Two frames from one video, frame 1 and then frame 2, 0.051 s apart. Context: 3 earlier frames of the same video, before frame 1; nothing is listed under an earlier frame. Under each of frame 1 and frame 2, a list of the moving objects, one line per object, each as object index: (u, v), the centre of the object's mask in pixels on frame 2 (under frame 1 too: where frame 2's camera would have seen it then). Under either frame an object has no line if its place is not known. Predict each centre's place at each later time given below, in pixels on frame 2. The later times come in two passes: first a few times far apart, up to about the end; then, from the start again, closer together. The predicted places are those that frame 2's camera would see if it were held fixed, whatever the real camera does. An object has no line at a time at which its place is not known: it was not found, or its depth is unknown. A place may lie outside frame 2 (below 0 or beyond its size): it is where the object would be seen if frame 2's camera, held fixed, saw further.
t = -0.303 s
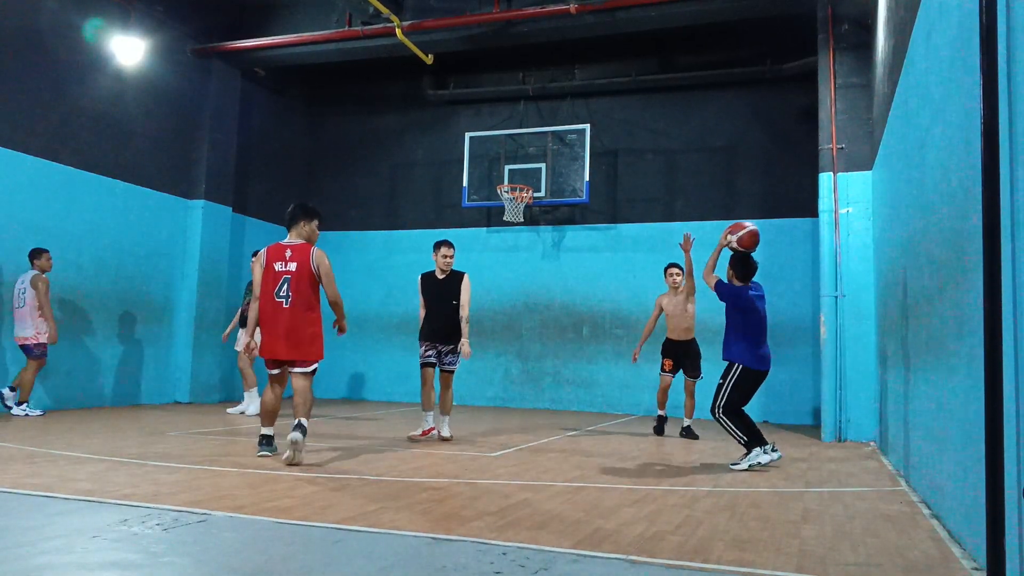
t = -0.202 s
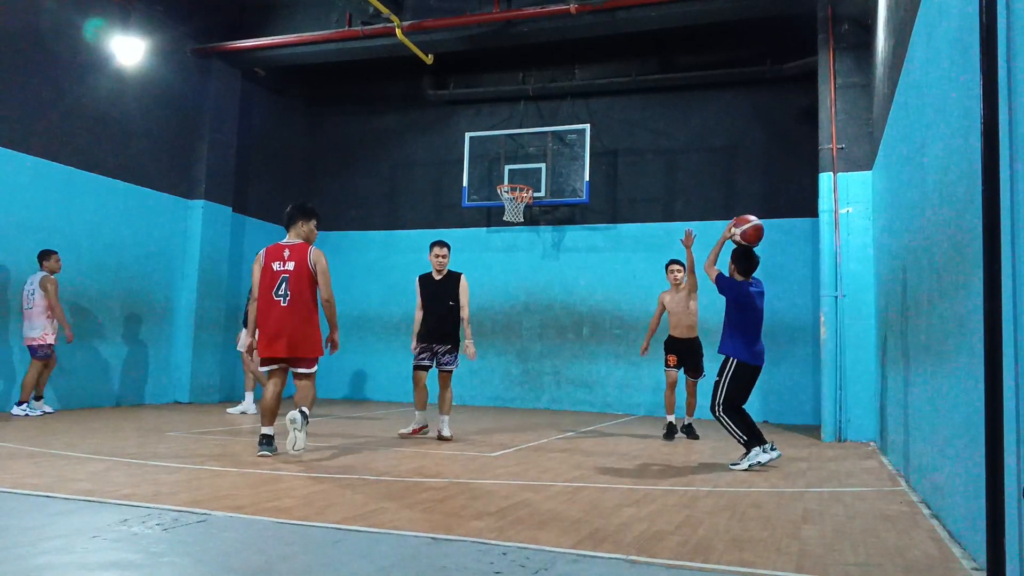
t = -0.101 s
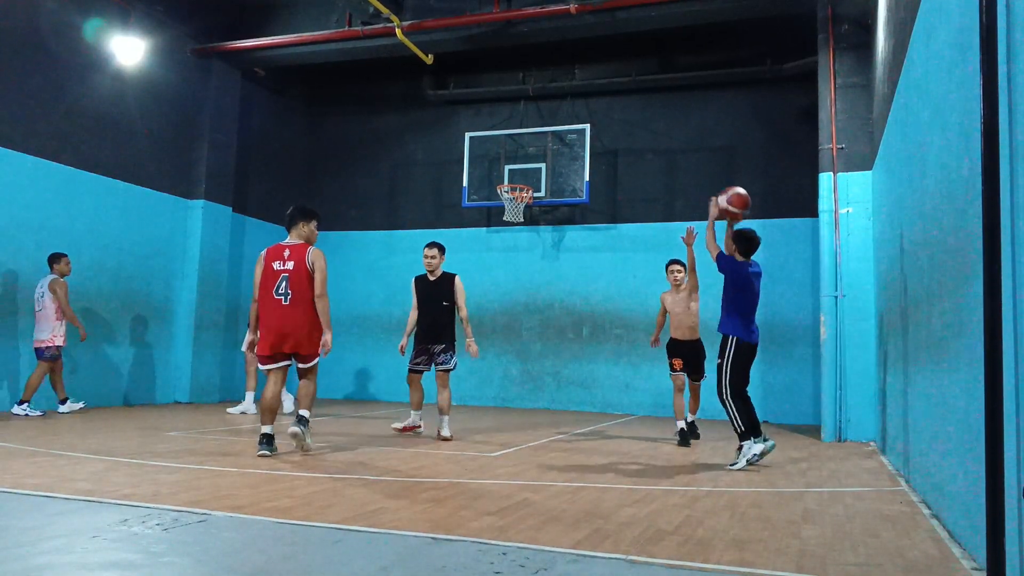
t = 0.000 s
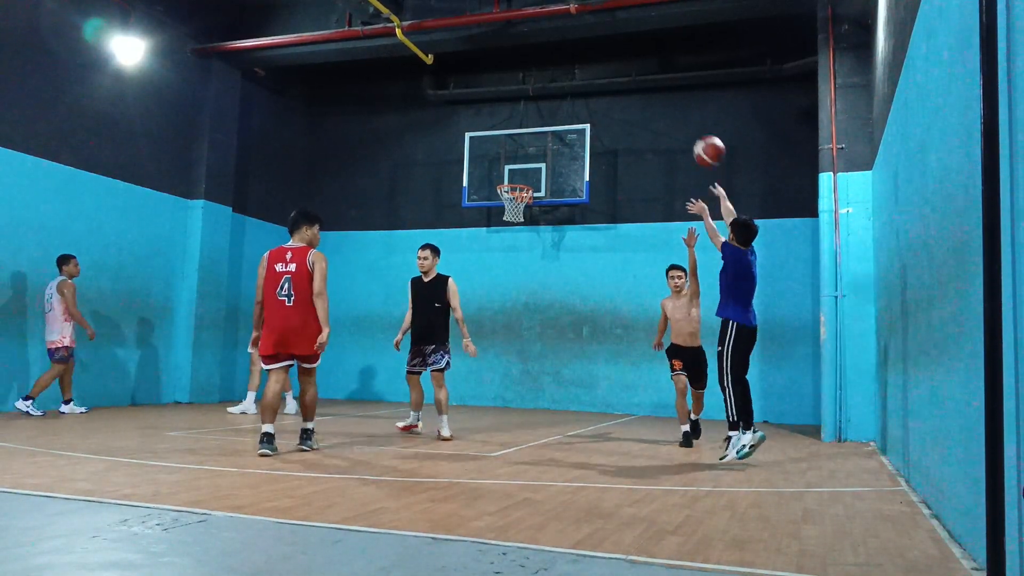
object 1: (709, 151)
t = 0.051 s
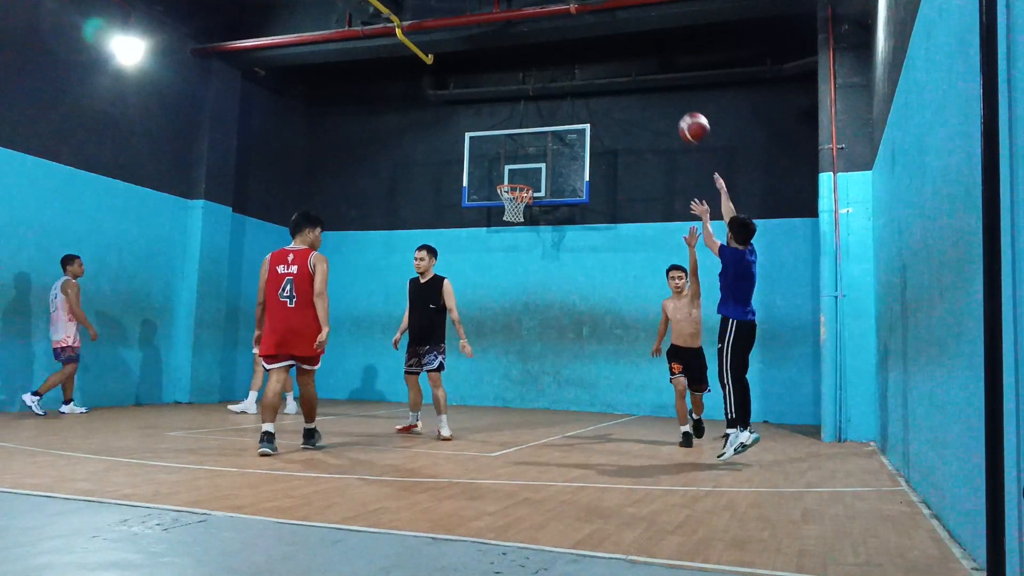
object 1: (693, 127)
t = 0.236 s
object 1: (645, 75)
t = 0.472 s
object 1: (598, 68)
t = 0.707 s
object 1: (561, 105)
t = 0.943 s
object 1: (530, 176)
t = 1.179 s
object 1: (521, 169)
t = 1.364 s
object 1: (509, 165)
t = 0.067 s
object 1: (688, 121)
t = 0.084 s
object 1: (684, 114)
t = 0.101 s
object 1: (679, 108)
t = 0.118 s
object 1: (675, 103)
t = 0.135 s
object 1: (670, 97)
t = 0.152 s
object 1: (666, 93)
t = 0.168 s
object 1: (661, 89)
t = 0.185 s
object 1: (657, 85)
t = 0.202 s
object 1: (653, 81)
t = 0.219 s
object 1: (649, 78)
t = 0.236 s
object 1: (645, 75)
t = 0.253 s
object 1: (641, 73)
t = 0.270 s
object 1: (638, 71)
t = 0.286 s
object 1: (634, 69)
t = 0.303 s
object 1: (630, 67)
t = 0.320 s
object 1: (627, 66)
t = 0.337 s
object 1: (623, 65)
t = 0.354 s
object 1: (620, 65)
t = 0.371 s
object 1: (617, 64)
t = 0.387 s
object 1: (613, 65)
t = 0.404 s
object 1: (610, 65)
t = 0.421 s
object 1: (607, 65)
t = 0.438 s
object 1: (604, 65)
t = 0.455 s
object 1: (601, 66)
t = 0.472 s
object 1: (598, 68)
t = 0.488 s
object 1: (595, 69)
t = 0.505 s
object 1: (592, 70)
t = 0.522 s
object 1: (589, 72)
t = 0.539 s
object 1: (587, 74)
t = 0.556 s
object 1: (584, 76)
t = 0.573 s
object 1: (581, 79)
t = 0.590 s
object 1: (578, 81)
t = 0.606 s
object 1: (576, 84)
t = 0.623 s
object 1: (573, 88)
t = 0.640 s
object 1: (571, 91)
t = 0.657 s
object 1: (568, 94)
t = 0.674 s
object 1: (566, 98)
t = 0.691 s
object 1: (563, 102)
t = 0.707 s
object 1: (561, 105)
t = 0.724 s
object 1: (559, 109)
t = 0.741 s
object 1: (556, 114)
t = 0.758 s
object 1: (554, 118)
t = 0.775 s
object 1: (552, 122)
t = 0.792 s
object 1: (549, 127)
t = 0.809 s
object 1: (547, 132)
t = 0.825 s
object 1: (545, 137)
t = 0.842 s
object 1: (543, 142)
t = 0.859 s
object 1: (540, 148)
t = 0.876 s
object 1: (538, 153)
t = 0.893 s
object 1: (537, 158)
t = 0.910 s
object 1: (534, 164)
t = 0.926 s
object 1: (532, 170)
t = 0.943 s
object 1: (530, 176)
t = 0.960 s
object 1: (529, 179)
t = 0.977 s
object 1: (529, 178)
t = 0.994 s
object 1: (528, 176)
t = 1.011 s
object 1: (527, 174)
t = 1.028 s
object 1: (526, 172)
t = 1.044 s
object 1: (525, 171)
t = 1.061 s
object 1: (525, 170)
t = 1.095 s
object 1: (524, 170)
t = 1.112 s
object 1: (523, 170)
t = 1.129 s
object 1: (522, 169)
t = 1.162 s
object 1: (522, 170)
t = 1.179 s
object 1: (521, 169)
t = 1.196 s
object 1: (520, 168)
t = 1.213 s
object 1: (519, 166)
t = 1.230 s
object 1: (517, 165)
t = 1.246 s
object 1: (517, 165)
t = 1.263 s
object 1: (516, 165)
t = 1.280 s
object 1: (515, 164)
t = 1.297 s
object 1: (514, 164)
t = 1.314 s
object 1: (512, 164)
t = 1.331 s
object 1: (511, 164)
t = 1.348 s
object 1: (510, 165)
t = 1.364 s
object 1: (509, 165)
